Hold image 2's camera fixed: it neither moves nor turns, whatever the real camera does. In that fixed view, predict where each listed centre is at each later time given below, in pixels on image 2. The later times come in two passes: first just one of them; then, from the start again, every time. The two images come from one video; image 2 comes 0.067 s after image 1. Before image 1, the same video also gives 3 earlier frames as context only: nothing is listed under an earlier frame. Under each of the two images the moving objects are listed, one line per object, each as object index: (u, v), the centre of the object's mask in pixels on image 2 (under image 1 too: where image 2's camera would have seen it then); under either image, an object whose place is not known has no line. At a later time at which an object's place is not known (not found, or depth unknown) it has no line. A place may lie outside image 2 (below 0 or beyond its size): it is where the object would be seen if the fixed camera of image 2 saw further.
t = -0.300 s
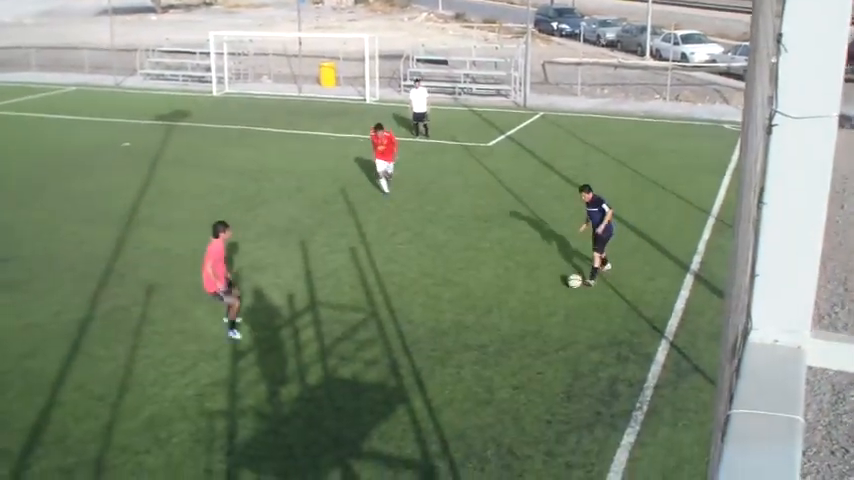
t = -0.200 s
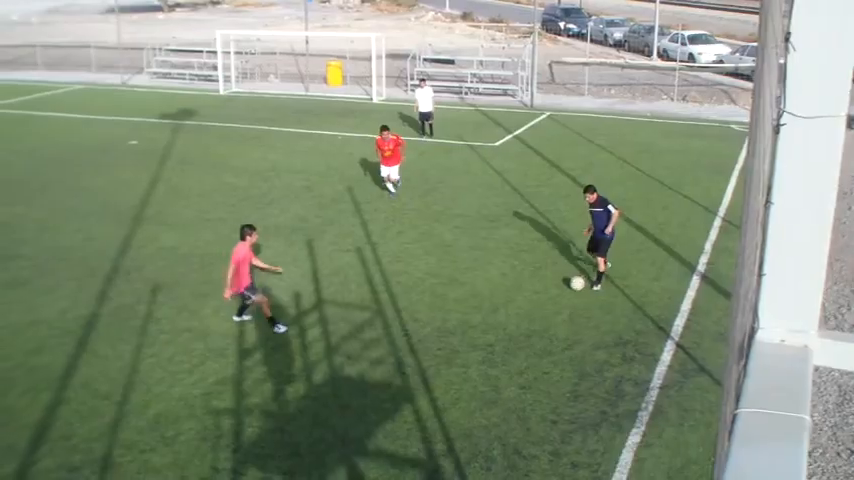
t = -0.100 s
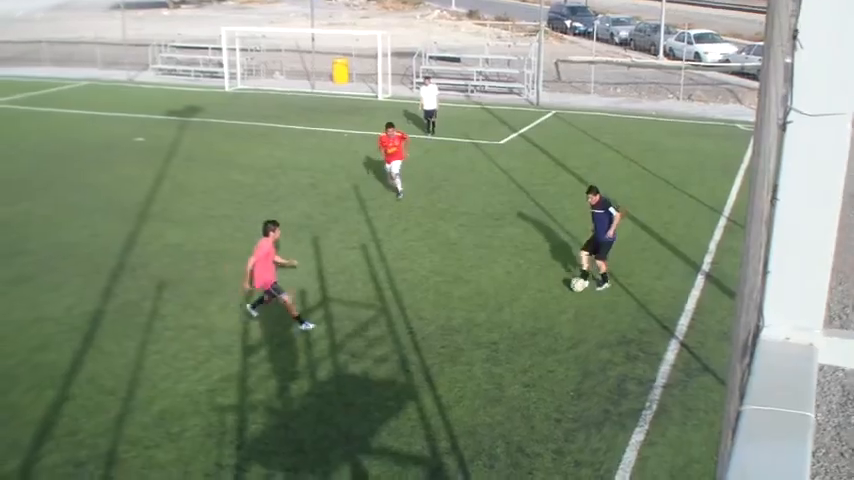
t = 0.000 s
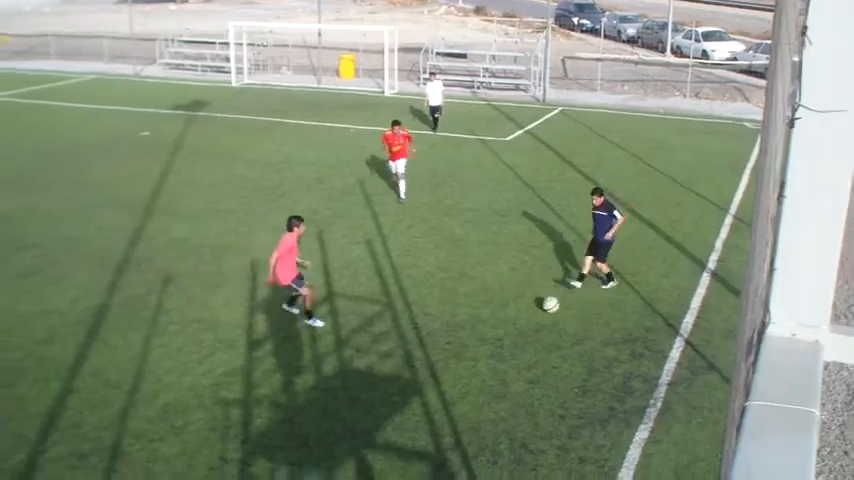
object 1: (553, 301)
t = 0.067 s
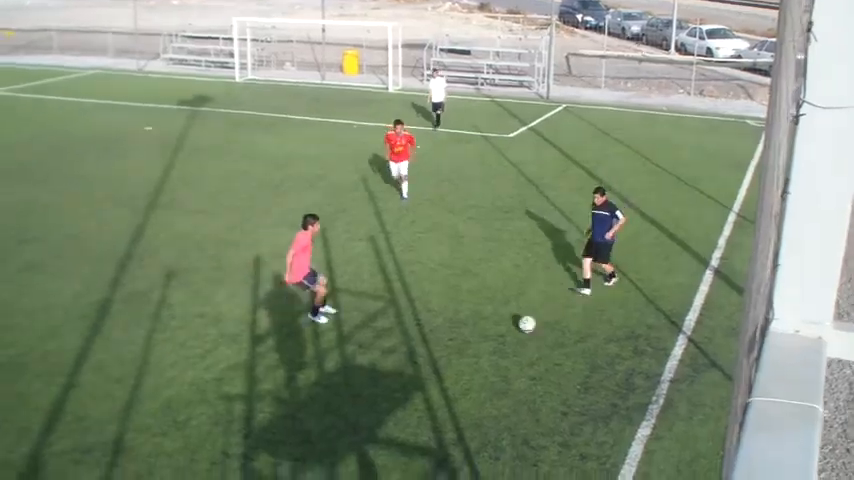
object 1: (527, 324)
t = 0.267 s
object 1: (439, 396)
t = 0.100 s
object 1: (512, 337)
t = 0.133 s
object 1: (499, 347)
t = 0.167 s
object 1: (485, 358)
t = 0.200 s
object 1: (470, 370)
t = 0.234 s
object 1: (455, 383)
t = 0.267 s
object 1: (439, 396)
